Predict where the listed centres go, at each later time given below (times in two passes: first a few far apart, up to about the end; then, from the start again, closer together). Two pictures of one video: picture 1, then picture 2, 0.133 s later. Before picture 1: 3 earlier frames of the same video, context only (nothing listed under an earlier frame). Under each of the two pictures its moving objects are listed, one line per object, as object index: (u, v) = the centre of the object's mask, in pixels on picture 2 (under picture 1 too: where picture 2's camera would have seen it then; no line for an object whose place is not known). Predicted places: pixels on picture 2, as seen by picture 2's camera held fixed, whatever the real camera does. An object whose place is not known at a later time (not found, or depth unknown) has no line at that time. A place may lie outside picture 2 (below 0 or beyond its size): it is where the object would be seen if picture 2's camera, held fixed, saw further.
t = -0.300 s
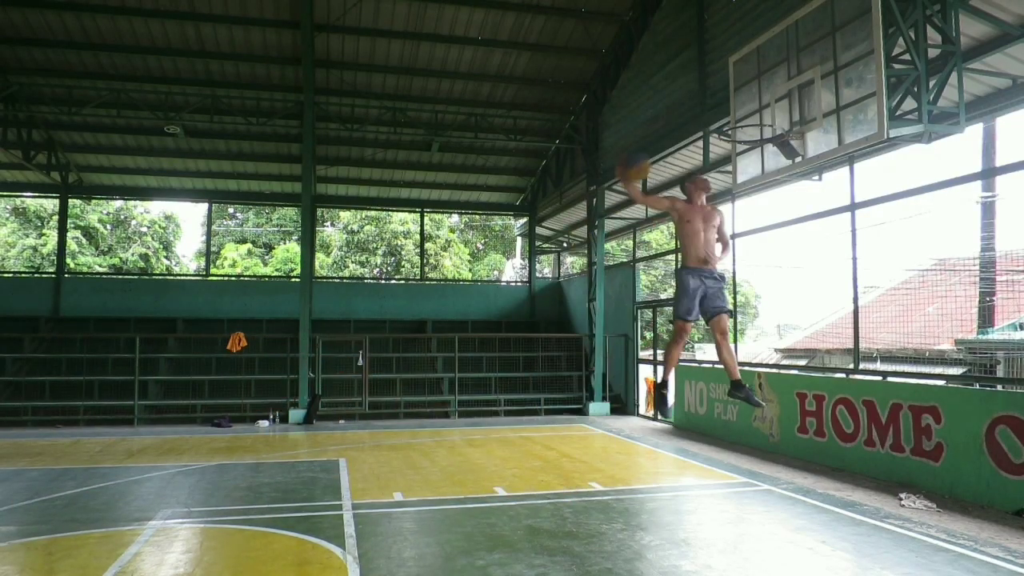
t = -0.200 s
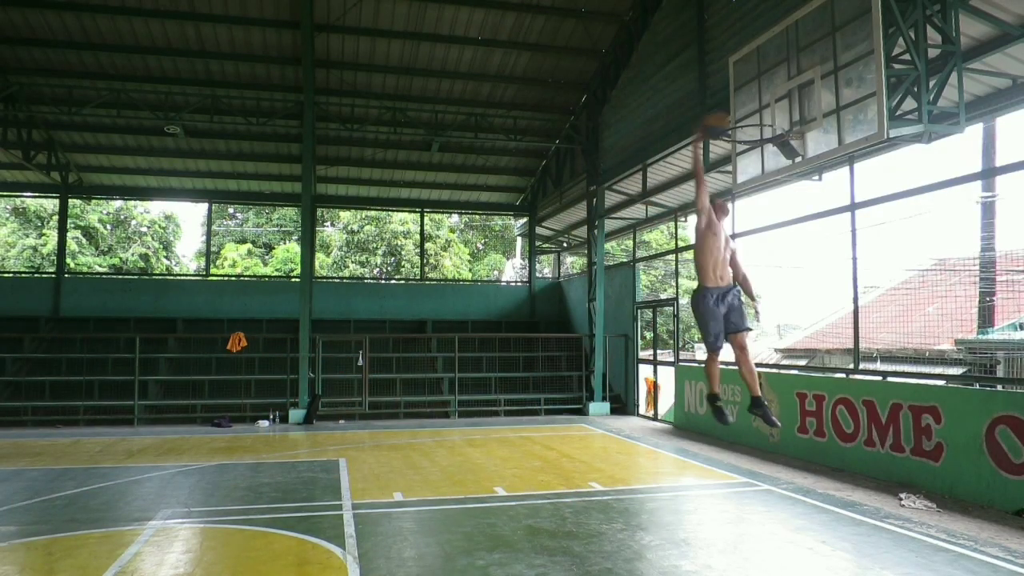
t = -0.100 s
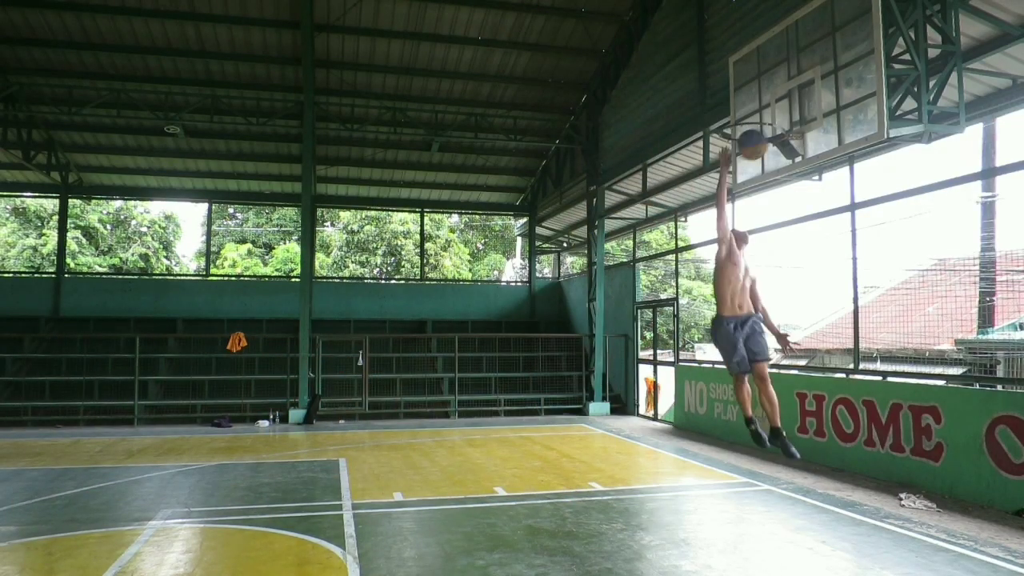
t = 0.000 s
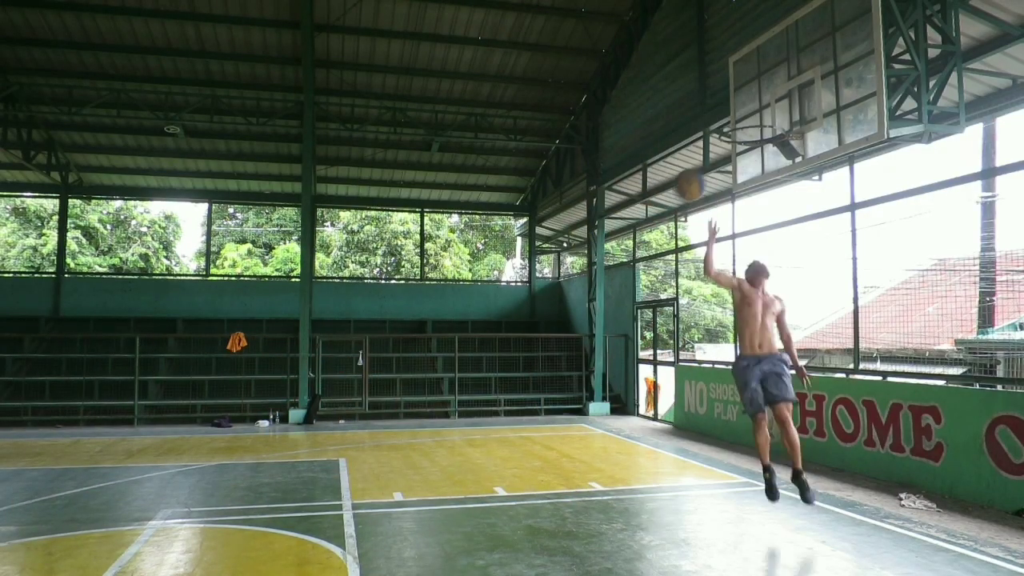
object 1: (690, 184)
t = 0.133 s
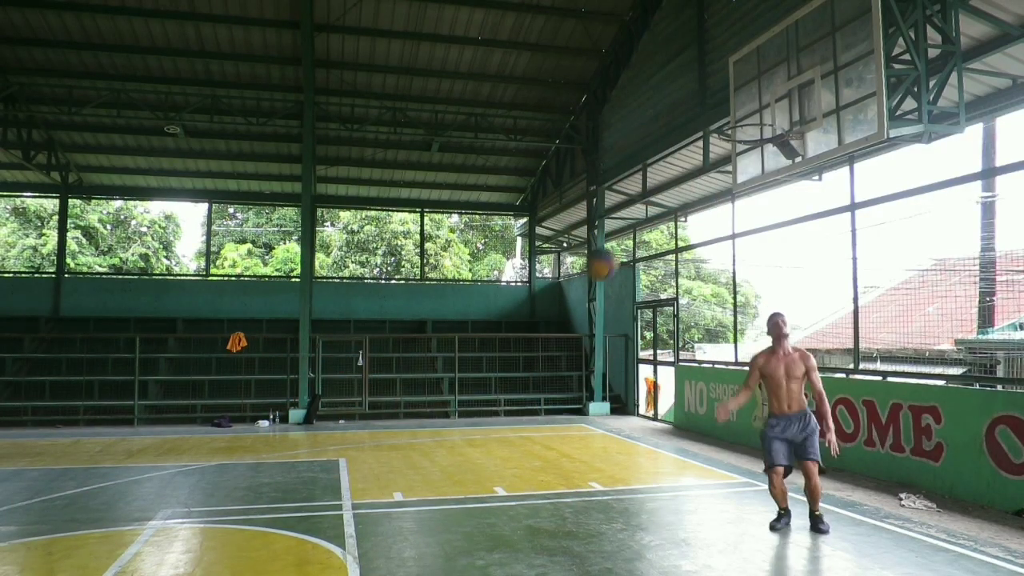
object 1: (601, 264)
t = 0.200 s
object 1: (557, 315)
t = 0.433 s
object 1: (390, 541)
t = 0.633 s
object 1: (292, 381)
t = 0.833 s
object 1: (190, 277)
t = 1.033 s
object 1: (85, 232)
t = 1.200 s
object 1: (6, 243)
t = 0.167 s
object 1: (579, 289)
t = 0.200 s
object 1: (557, 315)
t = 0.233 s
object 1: (534, 343)
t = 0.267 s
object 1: (510, 374)
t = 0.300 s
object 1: (487, 406)
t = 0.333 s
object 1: (460, 442)
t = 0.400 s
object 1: (412, 518)
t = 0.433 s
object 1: (390, 541)
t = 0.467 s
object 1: (373, 512)
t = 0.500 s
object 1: (357, 482)
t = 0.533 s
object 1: (340, 454)
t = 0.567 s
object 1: (324, 428)
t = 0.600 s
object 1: (309, 404)
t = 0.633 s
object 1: (292, 381)
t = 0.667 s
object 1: (275, 359)
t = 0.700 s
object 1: (259, 340)
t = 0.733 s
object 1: (242, 322)
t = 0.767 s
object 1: (224, 305)
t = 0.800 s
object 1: (207, 290)
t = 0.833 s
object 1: (190, 277)
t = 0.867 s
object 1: (172, 264)
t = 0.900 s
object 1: (154, 255)
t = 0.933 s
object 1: (137, 247)
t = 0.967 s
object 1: (120, 240)
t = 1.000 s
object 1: (102, 235)
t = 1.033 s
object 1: (85, 232)
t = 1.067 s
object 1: (66, 230)
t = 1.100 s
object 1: (48, 230)
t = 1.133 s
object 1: (30, 233)
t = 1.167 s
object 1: (15, 236)
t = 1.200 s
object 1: (6, 243)
